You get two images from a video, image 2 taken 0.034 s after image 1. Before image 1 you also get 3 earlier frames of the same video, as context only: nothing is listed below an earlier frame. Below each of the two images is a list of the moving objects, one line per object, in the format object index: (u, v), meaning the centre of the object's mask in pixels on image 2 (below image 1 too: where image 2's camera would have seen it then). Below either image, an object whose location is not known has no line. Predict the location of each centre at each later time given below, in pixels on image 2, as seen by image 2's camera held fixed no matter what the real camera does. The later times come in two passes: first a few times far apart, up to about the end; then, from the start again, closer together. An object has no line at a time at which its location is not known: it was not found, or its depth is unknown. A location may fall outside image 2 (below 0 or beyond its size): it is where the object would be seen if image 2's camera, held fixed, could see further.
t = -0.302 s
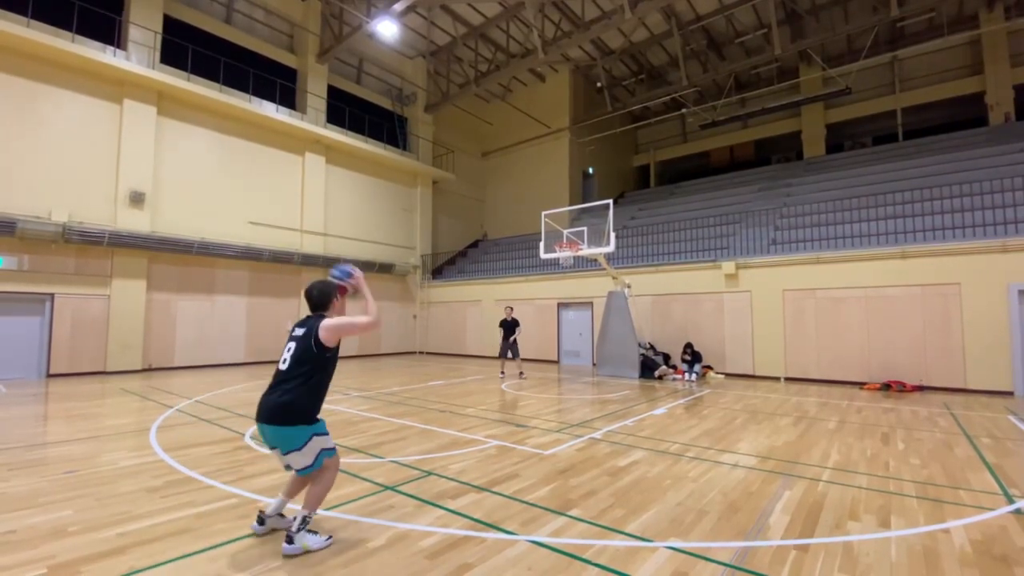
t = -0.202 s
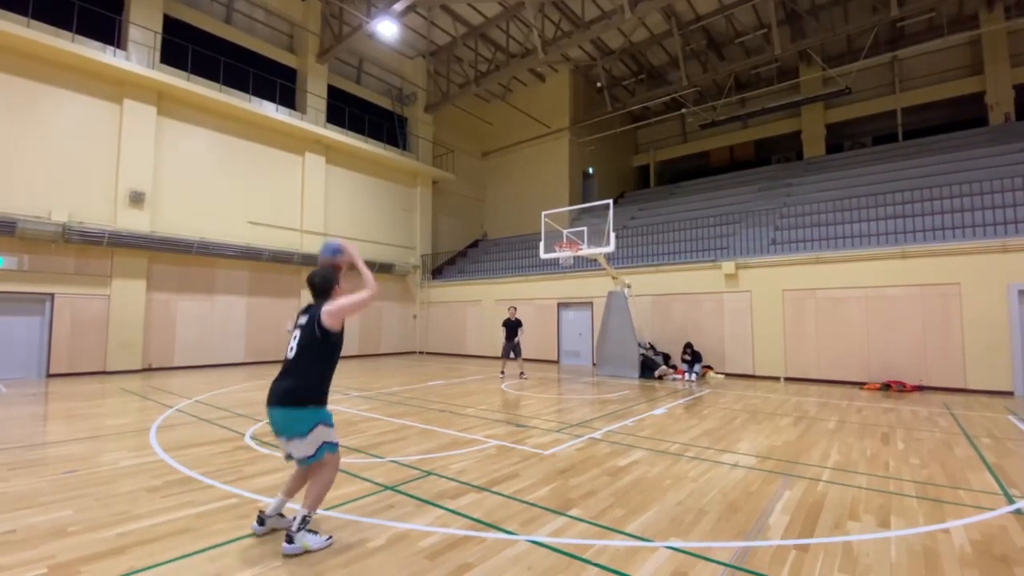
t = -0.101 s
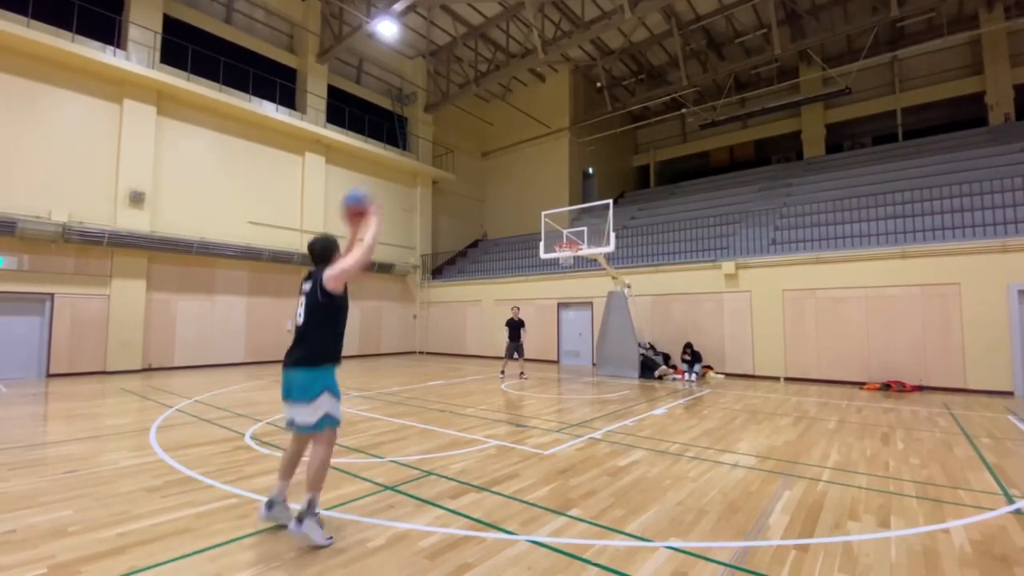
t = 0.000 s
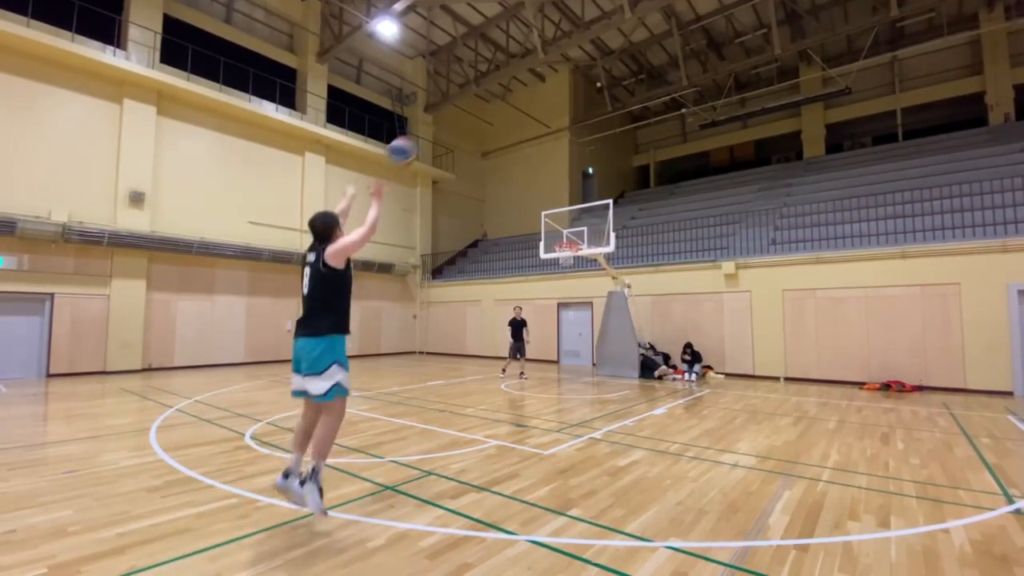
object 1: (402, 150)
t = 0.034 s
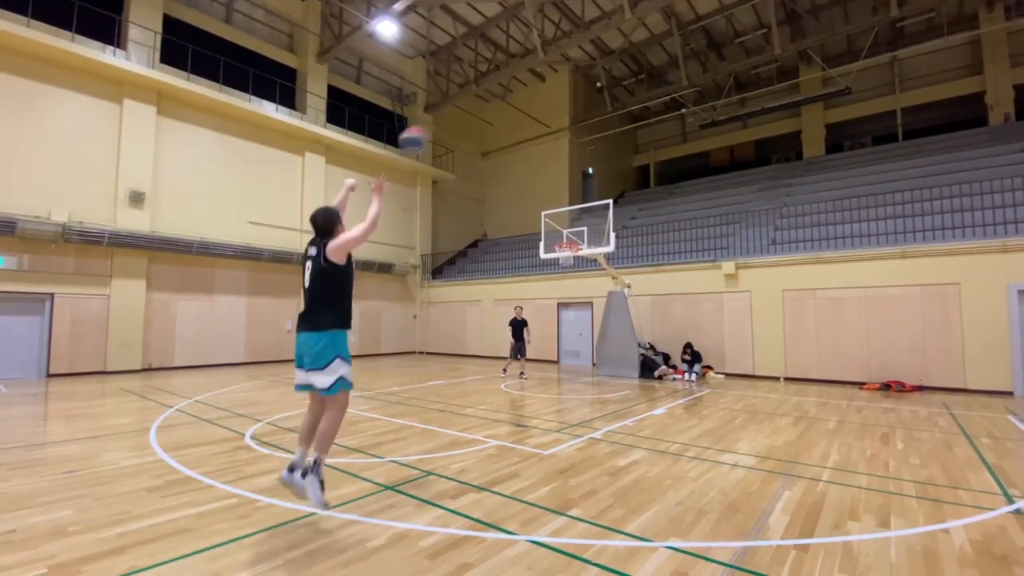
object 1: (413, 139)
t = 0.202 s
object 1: (461, 108)
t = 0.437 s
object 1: (504, 107)
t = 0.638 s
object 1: (531, 133)
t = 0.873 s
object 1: (553, 179)
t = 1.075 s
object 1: (568, 232)
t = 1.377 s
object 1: (570, 252)
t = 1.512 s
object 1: (575, 255)
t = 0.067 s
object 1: (425, 129)
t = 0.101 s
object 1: (436, 121)
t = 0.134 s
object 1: (444, 114)
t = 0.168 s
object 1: (453, 110)
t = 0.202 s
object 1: (461, 108)
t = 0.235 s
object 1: (469, 105)
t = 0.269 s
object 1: (476, 104)
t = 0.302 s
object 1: (482, 102)
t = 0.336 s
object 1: (489, 103)
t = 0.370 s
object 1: (494, 104)
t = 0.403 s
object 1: (499, 105)
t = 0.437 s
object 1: (504, 107)
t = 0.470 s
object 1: (509, 111)
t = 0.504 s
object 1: (515, 115)
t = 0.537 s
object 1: (519, 118)
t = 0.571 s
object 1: (523, 122)
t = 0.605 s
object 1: (527, 128)
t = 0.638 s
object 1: (531, 133)
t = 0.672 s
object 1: (534, 139)
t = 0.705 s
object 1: (538, 146)
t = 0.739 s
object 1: (541, 150)
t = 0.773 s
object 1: (544, 158)
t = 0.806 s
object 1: (548, 166)
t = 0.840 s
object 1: (551, 173)
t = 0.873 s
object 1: (553, 179)
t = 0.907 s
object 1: (556, 187)
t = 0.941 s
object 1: (559, 197)
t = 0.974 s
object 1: (561, 203)
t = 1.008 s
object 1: (562, 213)
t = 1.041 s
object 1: (565, 223)
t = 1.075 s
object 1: (568, 232)
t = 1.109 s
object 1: (568, 237)
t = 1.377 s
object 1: (570, 252)
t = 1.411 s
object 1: (572, 252)
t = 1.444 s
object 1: (571, 254)
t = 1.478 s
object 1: (574, 254)
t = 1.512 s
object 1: (575, 255)
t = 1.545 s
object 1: (571, 258)
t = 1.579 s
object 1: (573, 258)
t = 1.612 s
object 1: (569, 258)
